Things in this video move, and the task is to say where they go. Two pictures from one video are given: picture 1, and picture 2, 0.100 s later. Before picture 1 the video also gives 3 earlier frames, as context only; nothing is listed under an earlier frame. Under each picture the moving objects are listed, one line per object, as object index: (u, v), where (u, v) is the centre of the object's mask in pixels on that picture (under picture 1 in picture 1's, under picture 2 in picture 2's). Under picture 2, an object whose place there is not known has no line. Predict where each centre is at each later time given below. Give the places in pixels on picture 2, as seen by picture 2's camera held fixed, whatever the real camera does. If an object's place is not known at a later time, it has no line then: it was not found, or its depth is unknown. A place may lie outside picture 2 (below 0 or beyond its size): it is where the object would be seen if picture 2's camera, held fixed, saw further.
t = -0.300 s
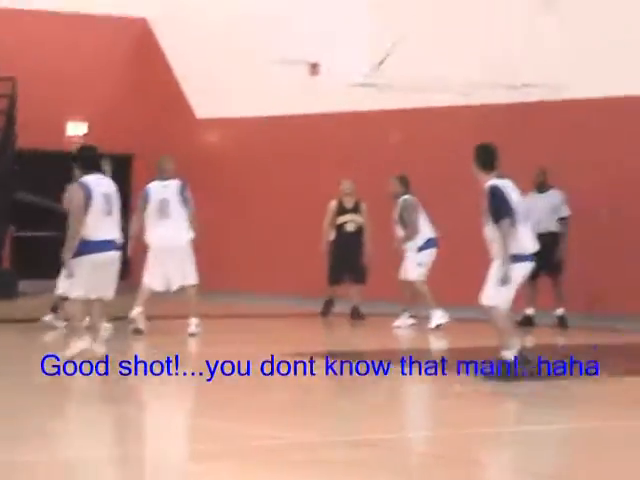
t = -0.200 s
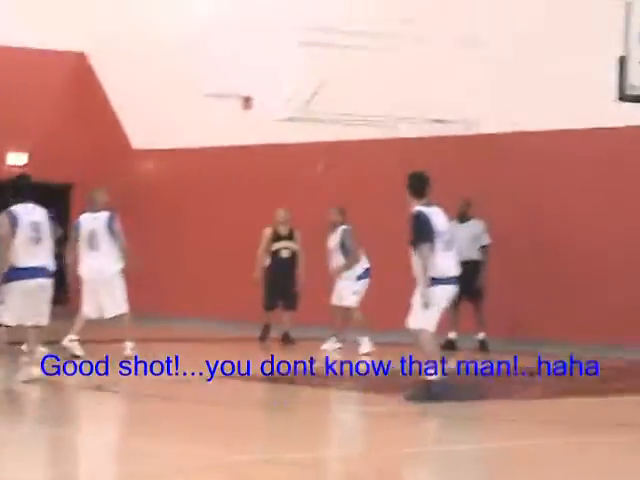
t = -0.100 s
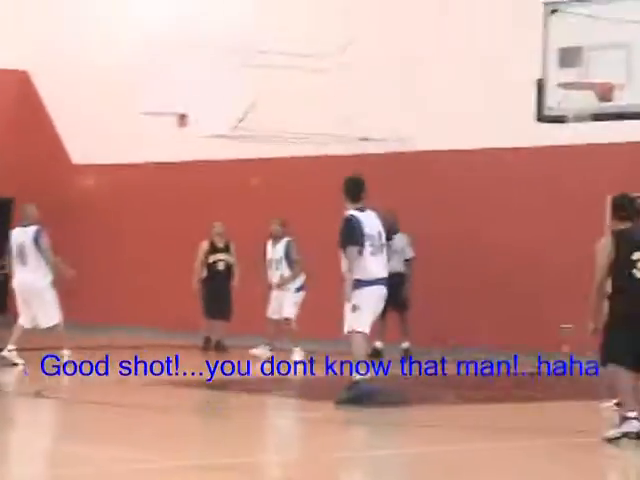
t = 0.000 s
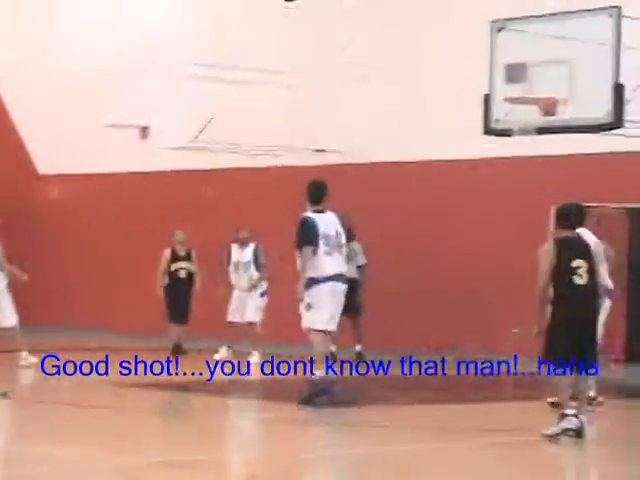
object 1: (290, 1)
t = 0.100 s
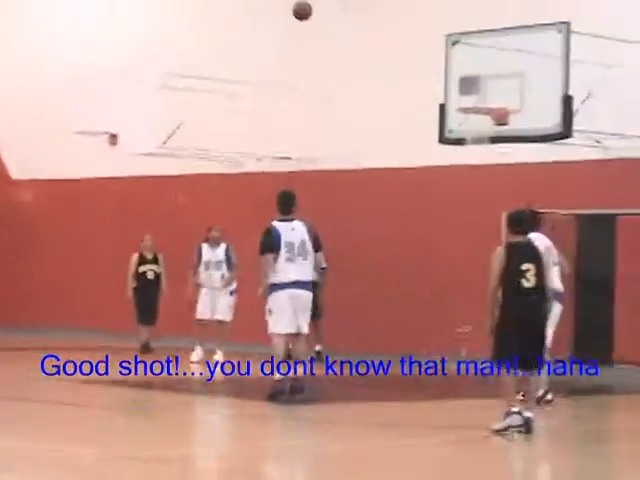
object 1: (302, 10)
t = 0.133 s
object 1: (318, 15)
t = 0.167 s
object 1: (335, 20)
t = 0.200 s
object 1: (352, 27)
